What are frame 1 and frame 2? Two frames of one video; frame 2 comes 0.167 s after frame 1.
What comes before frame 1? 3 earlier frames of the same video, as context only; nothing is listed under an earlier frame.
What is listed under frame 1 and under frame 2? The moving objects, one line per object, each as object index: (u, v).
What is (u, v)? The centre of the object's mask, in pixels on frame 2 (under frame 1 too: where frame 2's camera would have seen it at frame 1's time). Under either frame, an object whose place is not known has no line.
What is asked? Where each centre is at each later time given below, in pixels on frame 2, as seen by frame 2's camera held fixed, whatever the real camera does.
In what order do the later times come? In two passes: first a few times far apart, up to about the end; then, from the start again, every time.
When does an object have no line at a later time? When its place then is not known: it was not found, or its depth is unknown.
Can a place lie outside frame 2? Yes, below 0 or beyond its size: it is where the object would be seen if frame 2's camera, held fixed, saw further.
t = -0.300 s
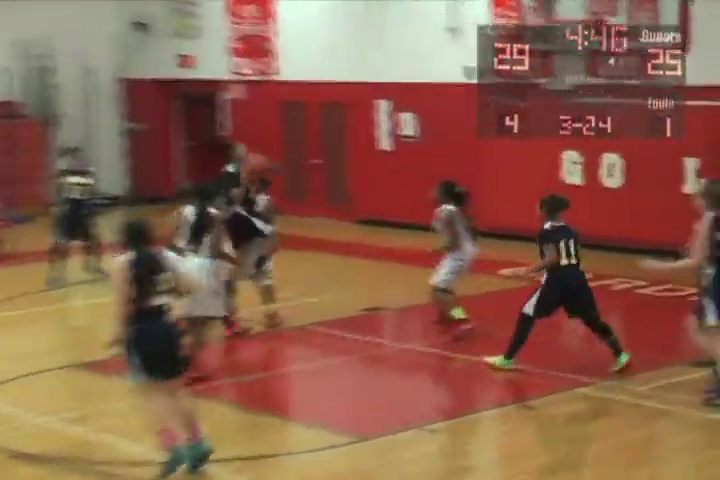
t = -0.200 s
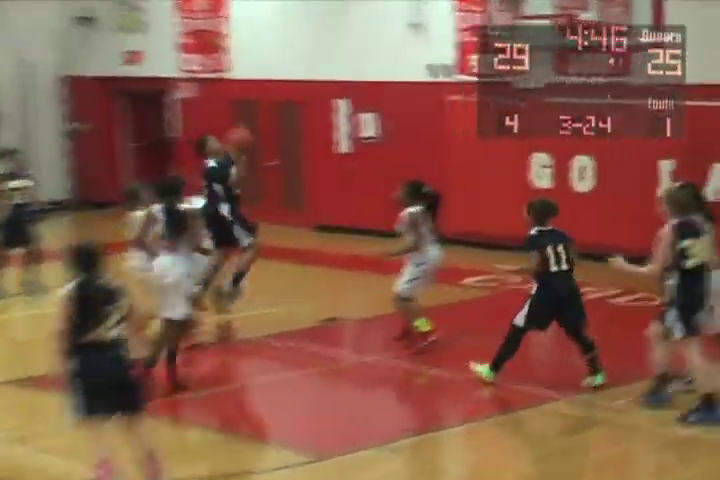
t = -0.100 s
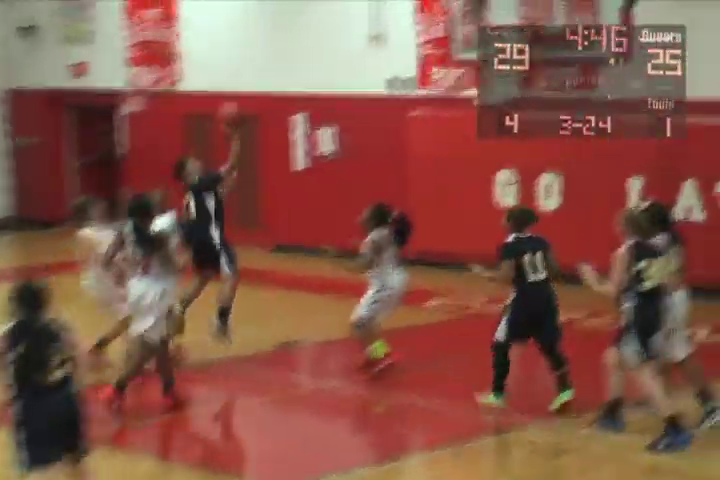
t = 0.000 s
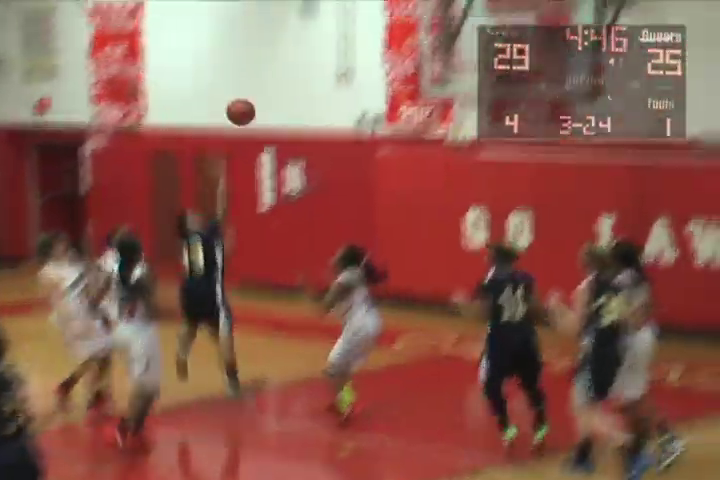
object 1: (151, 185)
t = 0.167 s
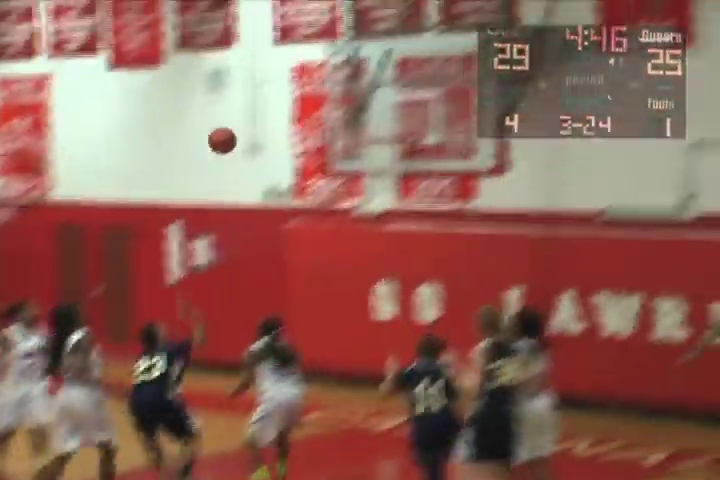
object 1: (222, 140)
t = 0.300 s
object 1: (277, 128)
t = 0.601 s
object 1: (283, 144)
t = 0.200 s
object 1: (236, 134)
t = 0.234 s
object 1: (251, 131)
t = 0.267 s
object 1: (264, 129)
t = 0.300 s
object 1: (277, 128)
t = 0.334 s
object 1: (291, 128)
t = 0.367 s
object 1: (304, 130)
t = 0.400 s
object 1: (319, 132)
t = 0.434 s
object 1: (331, 136)
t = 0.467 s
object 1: (328, 136)
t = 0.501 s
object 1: (317, 137)
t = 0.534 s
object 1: (304, 137)
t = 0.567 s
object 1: (294, 140)
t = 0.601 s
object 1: (283, 144)
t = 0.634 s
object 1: (272, 149)
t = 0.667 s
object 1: (263, 154)
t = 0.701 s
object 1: (250, 164)
